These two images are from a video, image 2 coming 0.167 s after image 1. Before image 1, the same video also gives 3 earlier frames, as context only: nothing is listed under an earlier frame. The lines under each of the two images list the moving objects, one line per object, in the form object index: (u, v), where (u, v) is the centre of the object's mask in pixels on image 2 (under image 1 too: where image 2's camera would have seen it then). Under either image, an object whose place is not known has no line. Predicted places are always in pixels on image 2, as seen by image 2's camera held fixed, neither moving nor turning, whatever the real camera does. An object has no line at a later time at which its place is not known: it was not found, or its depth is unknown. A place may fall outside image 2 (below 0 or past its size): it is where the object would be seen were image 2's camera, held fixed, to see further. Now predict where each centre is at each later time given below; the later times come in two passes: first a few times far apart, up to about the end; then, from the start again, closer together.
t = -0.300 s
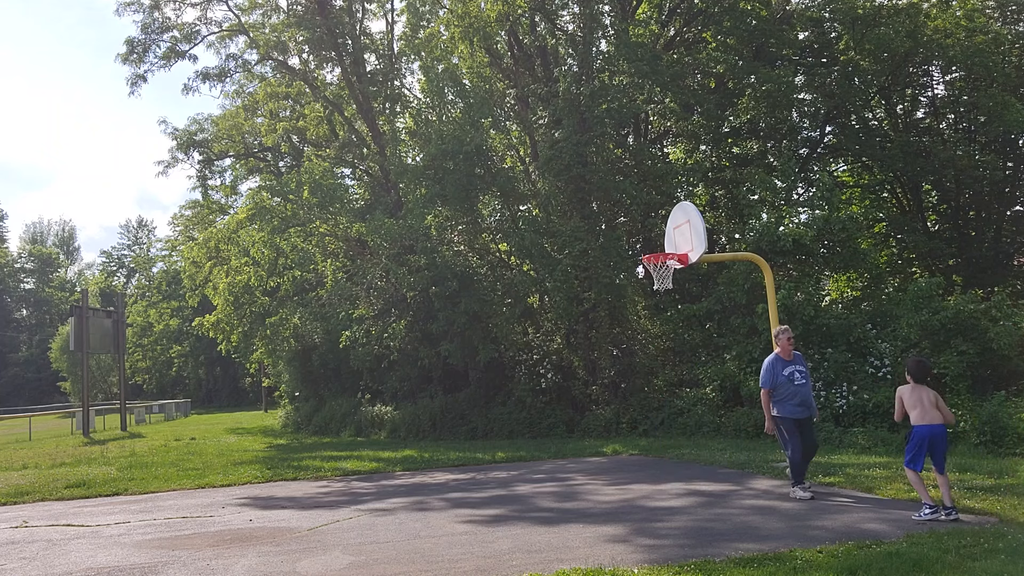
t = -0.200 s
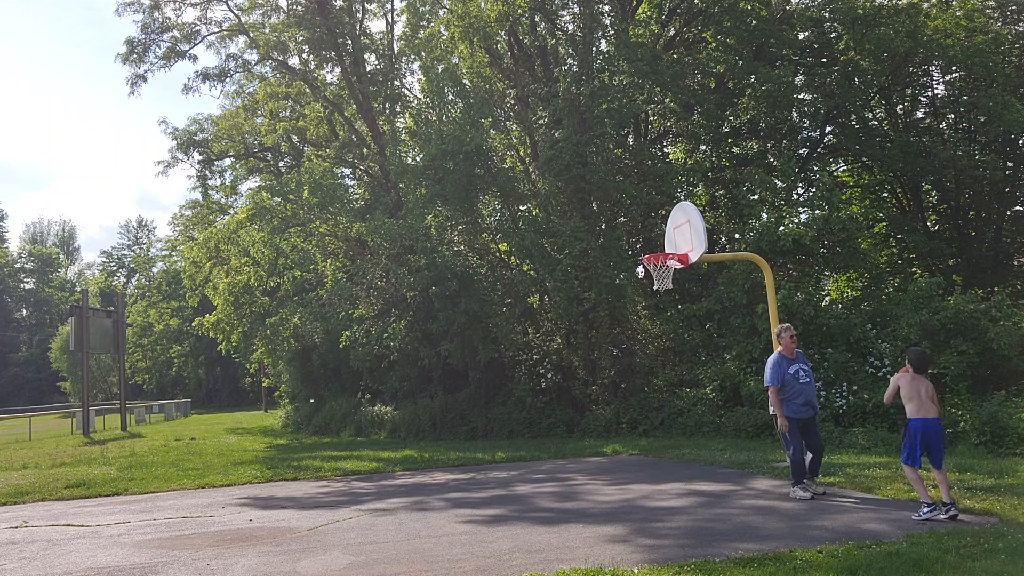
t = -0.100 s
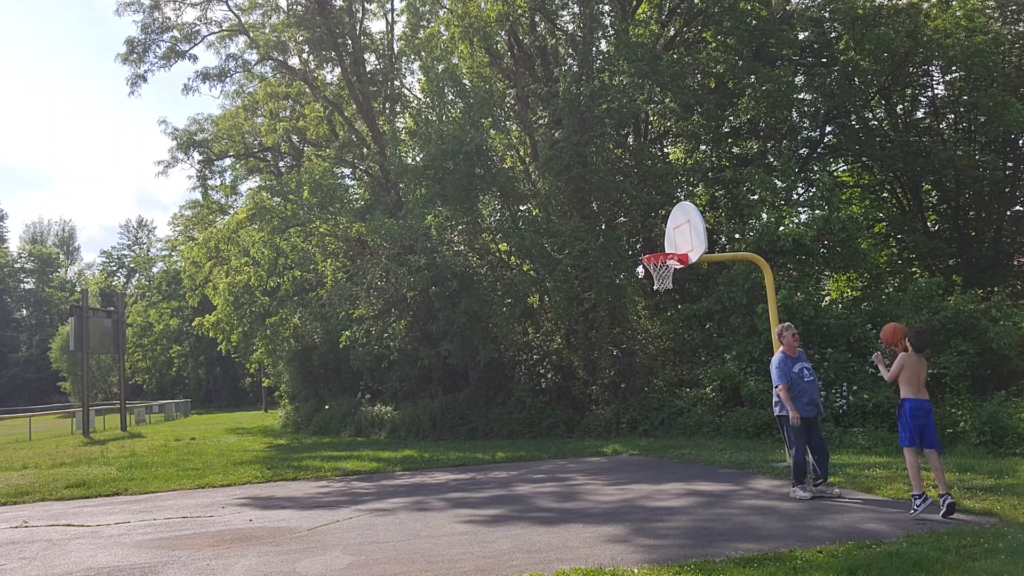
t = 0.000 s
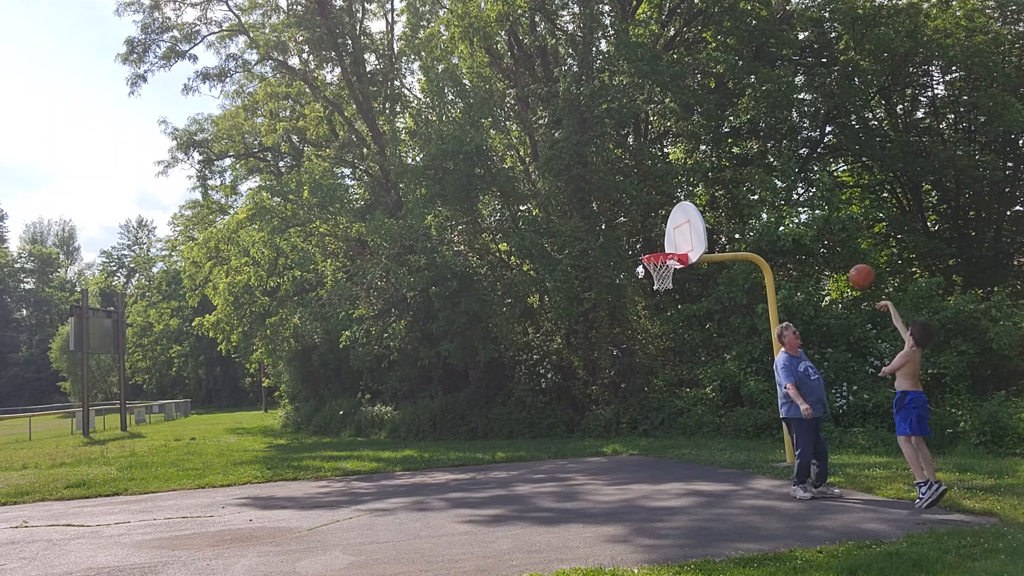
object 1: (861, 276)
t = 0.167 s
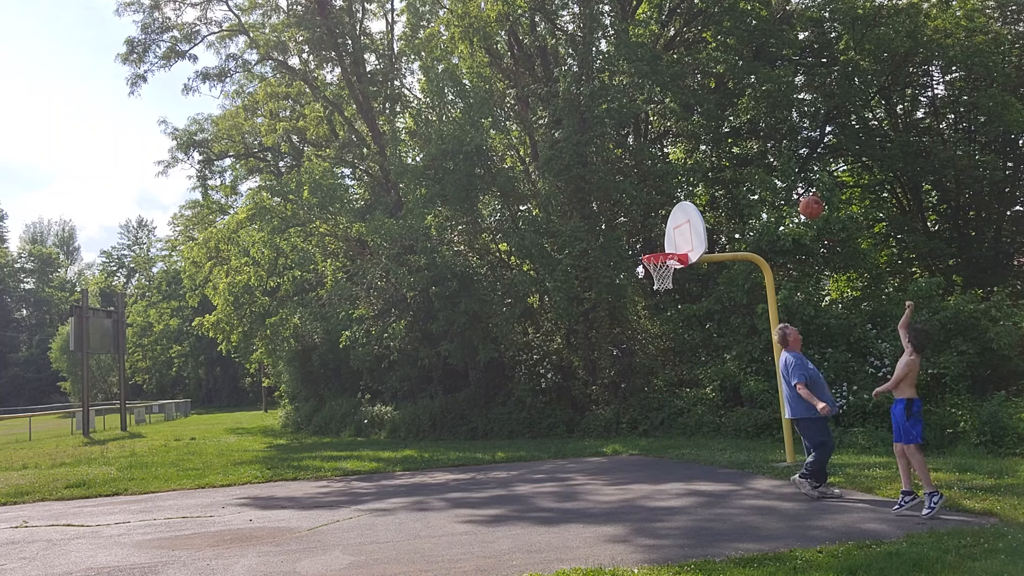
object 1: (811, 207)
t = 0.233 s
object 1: (794, 189)
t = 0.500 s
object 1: (738, 162)
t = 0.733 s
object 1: (702, 184)
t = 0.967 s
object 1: (675, 242)
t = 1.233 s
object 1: (702, 317)
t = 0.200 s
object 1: (802, 198)
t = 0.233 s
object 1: (794, 189)
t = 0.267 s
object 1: (785, 183)
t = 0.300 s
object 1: (777, 177)
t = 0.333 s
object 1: (770, 172)
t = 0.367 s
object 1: (764, 168)
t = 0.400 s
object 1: (756, 164)
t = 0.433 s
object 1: (749, 163)
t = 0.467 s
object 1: (744, 162)
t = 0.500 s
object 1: (738, 162)
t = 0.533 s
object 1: (732, 162)
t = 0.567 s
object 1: (727, 164)
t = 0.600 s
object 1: (721, 166)
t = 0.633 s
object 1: (716, 170)
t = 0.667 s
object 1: (712, 174)
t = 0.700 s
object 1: (707, 179)
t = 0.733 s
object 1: (702, 184)
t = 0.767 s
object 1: (698, 190)
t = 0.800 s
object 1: (693, 197)
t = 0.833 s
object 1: (690, 205)
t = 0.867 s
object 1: (686, 213)
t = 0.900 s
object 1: (682, 222)
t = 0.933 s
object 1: (678, 232)
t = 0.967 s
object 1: (675, 242)
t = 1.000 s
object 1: (672, 253)
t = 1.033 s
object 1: (674, 260)
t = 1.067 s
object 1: (678, 266)
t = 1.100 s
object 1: (683, 274)
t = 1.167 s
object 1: (692, 294)
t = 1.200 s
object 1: (697, 305)
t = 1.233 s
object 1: (702, 317)
